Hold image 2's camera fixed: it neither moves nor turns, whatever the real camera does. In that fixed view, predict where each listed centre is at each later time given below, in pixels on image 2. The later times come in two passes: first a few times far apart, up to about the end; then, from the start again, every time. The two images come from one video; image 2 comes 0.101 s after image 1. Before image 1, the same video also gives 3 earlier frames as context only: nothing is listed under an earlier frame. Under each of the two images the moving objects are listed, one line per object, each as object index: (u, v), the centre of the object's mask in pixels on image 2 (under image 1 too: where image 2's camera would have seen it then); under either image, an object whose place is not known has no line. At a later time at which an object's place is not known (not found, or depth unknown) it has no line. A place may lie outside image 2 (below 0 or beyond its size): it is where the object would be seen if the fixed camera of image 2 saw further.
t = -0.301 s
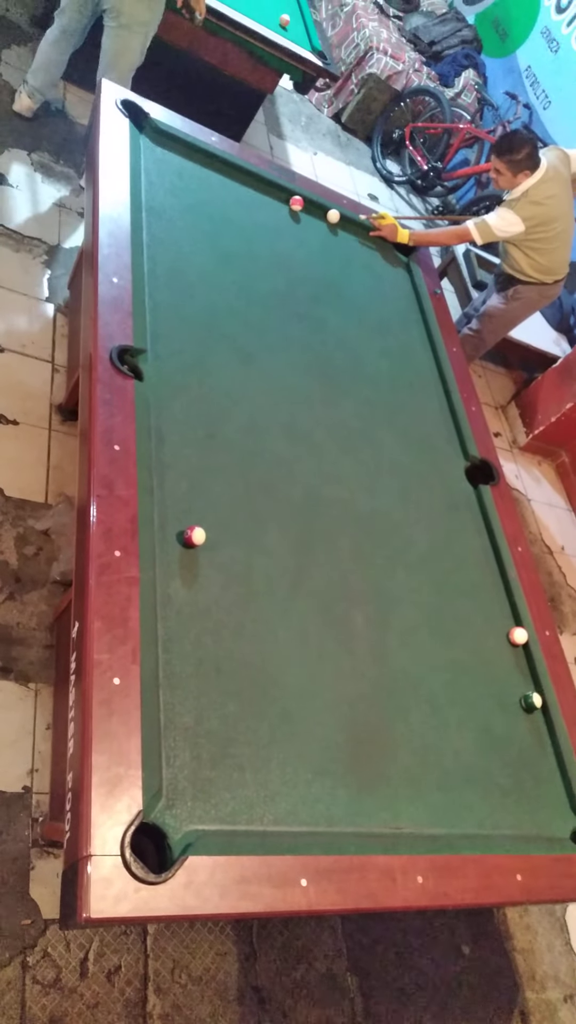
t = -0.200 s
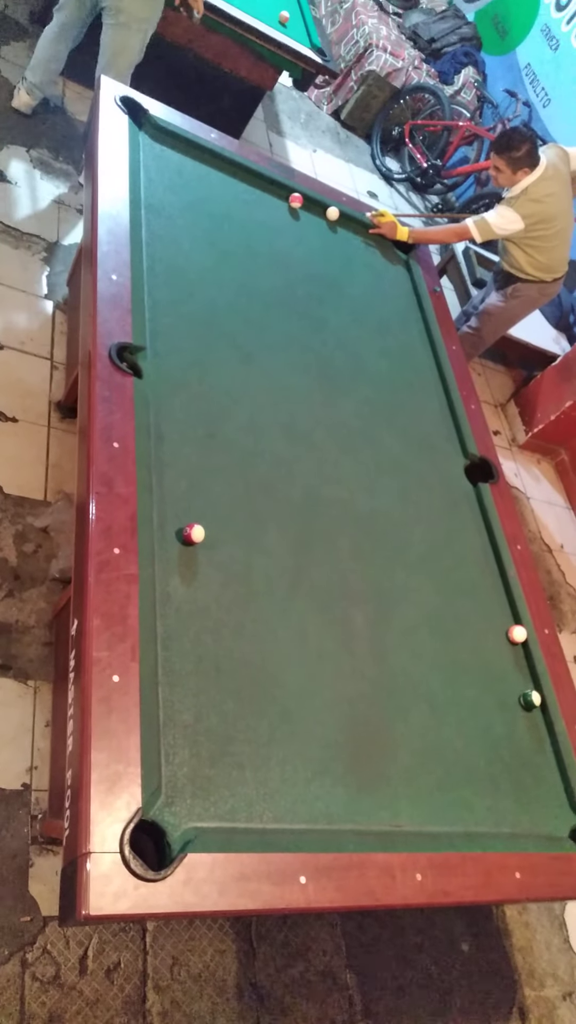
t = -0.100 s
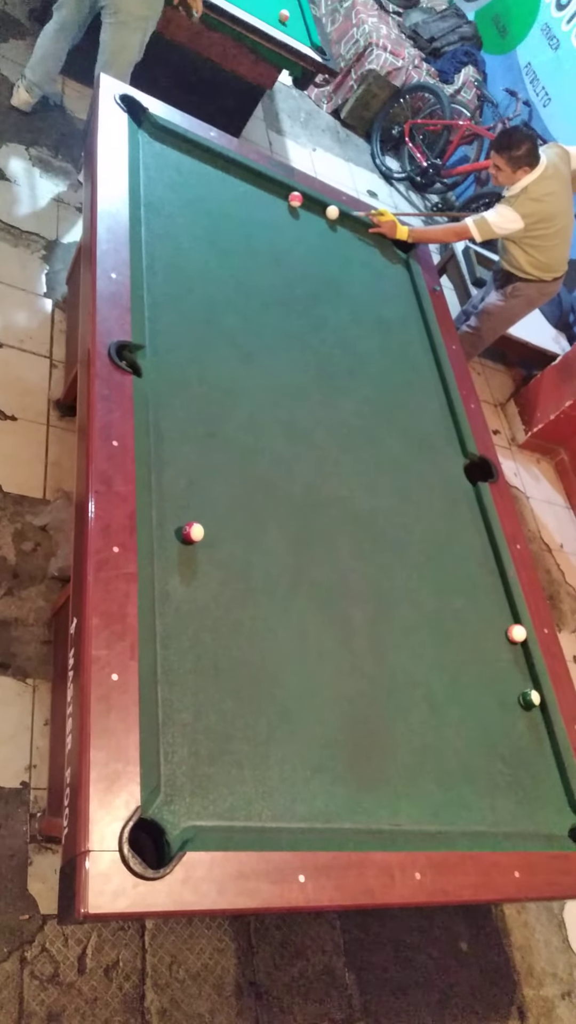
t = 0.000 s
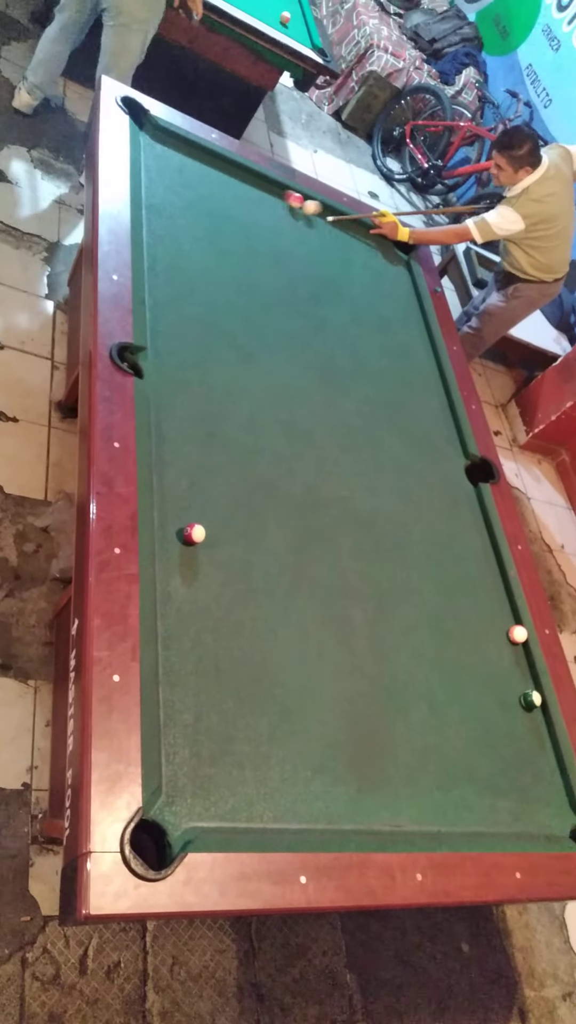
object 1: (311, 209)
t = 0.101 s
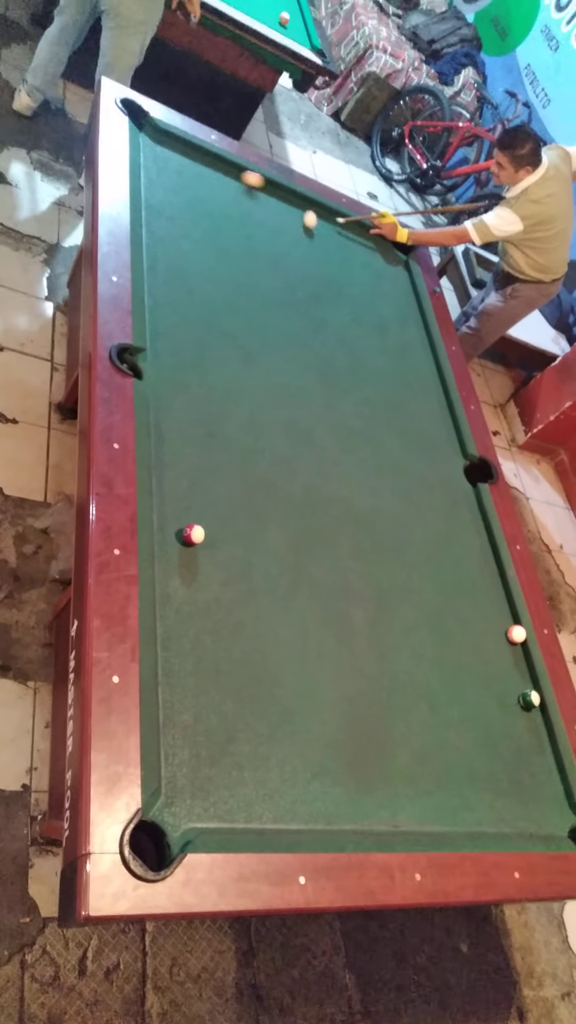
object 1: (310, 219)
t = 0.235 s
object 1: (316, 234)
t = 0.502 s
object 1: (328, 262)
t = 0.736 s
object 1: (339, 287)
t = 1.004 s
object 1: (351, 315)
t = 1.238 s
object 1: (361, 338)
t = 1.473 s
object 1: (371, 361)
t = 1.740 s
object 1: (382, 387)
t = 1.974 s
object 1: (391, 408)
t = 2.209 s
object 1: (400, 429)
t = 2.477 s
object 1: (409, 451)
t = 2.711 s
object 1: (417, 469)
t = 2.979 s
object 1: (426, 489)
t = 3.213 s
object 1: (433, 505)
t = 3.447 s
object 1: (439, 519)
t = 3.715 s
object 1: (446, 534)
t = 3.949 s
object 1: (451, 545)
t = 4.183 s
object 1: (455, 555)
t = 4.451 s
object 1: (458, 564)
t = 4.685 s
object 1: (460, 571)
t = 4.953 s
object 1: (462, 576)
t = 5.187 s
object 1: (463, 580)
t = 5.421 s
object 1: (464, 581)
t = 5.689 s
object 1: (465, 581)
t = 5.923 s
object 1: (465, 581)
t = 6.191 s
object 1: (465, 581)
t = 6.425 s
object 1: (465, 582)
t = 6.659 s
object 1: (465, 581)
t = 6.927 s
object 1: (465, 581)
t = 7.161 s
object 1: (465, 581)
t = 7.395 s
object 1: (465, 581)
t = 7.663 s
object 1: (465, 581)
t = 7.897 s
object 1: (465, 581)
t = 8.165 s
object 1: (465, 581)
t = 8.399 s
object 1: (465, 581)
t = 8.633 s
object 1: (465, 581)
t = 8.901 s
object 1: (465, 581)
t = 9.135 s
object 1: (465, 581)
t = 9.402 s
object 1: (465, 581)
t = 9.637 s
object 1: (465, 581)
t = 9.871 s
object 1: (464, 581)
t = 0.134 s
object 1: (311, 223)
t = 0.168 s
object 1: (312, 227)
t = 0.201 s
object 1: (314, 231)
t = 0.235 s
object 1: (316, 234)
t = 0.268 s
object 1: (317, 237)
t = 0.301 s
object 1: (319, 241)
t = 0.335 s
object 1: (320, 245)
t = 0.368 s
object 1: (322, 248)
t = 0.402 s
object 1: (323, 252)
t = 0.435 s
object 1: (325, 255)
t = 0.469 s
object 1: (326, 259)
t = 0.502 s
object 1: (328, 262)
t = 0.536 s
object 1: (329, 266)
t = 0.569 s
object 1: (331, 269)
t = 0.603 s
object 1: (332, 273)
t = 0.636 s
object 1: (334, 277)
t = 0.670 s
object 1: (335, 280)
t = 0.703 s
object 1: (337, 283)
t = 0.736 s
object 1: (339, 287)
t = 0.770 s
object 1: (340, 290)
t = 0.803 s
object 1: (342, 294)
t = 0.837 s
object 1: (343, 298)
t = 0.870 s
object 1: (345, 301)
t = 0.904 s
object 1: (346, 304)
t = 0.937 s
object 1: (348, 308)
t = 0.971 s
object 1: (349, 311)
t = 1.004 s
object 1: (351, 315)
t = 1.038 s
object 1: (352, 318)
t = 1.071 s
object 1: (354, 322)
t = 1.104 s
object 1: (355, 325)
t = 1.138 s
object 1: (357, 328)
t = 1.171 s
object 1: (358, 332)
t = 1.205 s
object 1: (360, 335)
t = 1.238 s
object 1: (361, 338)
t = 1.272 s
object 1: (362, 342)
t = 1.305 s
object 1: (364, 345)
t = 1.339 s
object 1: (365, 348)
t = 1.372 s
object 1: (367, 352)
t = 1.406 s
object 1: (368, 355)
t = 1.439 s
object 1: (369, 358)
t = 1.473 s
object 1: (371, 361)
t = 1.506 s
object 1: (372, 365)
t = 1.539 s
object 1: (374, 368)
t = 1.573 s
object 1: (375, 371)
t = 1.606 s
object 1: (376, 374)
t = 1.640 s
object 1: (378, 377)
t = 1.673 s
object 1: (379, 381)
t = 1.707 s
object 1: (380, 383)
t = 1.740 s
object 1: (382, 387)
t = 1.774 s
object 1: (383, 390)
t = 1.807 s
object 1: (384, 393)
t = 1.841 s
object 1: (386, 396)
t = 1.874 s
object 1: (387, 399)
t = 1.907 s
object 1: (388, 402)
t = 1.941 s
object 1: (389, 405)
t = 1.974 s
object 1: (391, 408)
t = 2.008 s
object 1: (392, 411)
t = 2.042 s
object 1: (393, 414)
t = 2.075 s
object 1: (395, 417)
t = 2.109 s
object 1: (396, 420)
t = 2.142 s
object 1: (397, 423)
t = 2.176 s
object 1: (398, 426)
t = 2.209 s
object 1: (400, 429)
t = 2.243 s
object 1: (401, 431)
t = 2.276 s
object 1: (402, 434)
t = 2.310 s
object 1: (403, 437)
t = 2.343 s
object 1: (404, 440)
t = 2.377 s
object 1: (405, 442)
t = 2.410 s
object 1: (407, 445)
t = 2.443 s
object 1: (408, 448)
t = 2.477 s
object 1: (409, 451)
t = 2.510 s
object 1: (410, 453)
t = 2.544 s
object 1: (411, 456)
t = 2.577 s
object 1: (413, 459)
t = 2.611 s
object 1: (414, 461)
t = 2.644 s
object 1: (415, 464)
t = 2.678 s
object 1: (416, 466)
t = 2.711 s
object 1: (417, 469)
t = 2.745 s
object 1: (418, 472)
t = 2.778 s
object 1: (420, 474)
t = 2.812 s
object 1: (421, 477)
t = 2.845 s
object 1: (422, 479)
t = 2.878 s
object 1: (423, 482)
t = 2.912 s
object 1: (424, 484)
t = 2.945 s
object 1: (425, 487)
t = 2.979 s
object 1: (426, 489)
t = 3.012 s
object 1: (427, 491)
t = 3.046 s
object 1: (428, 493)
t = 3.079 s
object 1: (429, 496)
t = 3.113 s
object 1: (430, 498)
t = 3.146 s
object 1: (431, 500)
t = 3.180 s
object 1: (432, 503)
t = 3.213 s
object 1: (433, 505)
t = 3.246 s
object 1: (434, 507)
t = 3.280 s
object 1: (435, 509)
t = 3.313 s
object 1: (436, 511)
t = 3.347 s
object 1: (437, 513)
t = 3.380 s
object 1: (438, 515)
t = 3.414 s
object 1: (439, 517)
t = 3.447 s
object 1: (439, 519)
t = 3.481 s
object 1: (440, 521)
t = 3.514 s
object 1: (441, 523)
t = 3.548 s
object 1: (442, 525)
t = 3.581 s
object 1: (443, 526)
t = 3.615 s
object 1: (443, 528)
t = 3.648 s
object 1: (444, 530)
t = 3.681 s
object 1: (445, 532)
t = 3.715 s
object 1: (446, 534)
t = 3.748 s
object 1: (447, 535)
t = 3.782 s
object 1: (447, 537)
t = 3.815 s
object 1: (448, 539)
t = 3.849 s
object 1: (449, 540)
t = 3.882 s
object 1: (450, 542)
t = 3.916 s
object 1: (450, 543)
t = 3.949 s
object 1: (451, 545)
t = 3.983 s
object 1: (452, 547)
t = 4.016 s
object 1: (452, 548)
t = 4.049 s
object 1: (453, 549)
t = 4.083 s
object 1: (453, 551)
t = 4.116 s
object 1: (454, 552)
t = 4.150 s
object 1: (454, 554)
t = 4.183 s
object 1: (455, 555)
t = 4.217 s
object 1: (455, 556)
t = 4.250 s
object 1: (455, 557)
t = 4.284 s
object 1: (456, 559)
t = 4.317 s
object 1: (456, 560)
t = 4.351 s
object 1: (456, 561)
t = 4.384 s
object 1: (457, 562)
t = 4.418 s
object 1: (457, 564)
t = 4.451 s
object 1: (458, 564)
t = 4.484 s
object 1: (458, 565)
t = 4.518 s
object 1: (458, 566)
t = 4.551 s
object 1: (458, 567)
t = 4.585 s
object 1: (459, 568)
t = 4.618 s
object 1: (459, 569)
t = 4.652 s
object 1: (459, 570)
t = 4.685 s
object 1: (460, 571)
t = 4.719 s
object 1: (460, 571)
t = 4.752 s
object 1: (460, 572)
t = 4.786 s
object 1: (460, 573)
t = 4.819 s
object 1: (461, 573)
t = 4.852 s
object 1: (461, 574)
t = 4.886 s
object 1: (461, 575)
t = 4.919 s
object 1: (461, 575)
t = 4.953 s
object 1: (462, 576)
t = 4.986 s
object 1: (462, 577)
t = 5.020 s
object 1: (462, 577)
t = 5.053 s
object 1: (462, 578)
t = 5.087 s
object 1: (463, 578)
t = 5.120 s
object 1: (463, 578)
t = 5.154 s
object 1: (463, 579)
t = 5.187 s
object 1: (463, 580)
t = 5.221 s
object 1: (463, 580)
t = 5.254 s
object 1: (464, 580)
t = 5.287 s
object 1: (464, 580)
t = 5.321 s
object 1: (464, 581)
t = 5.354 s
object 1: (464, 581)
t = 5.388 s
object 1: (464, 581)
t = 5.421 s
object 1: (464, 581)
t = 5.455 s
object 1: (465, 581)
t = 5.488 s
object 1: (464, 581)
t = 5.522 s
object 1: (464, 581)
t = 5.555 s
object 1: (465, 581)
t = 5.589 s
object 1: (465, 582)
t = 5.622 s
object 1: (465, 581)
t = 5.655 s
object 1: (465, 581)
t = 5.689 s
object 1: (465, 581)
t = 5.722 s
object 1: (465, 581)
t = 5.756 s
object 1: (464, 581)
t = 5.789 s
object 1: (464, 581)
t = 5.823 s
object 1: (465, 582)
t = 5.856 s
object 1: (465, 582)
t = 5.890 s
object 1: (465, 581)
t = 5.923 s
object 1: (465, 581)
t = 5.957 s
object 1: (465, 581)
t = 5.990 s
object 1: (465, 581)
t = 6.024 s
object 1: (465, 581)
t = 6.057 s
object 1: (465, 581)
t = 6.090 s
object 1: (465, 581)
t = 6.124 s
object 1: (465, 581)
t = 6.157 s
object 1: (465, 581)
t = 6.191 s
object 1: (465, 581)
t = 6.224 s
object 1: (465, 581)
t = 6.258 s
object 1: (465, 581)
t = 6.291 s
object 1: (465, 581)
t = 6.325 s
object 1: (465, 581)
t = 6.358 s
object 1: (465, 581)
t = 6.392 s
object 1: (465, 581)
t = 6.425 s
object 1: (465, 582)
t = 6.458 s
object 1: (465, 581)
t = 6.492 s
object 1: (465, 581)
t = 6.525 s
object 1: (465, 581)
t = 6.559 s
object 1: (465, 581)
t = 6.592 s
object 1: (465, 581)
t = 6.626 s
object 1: (465, 581)
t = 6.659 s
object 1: (465, 581)
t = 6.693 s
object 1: (465, 581)
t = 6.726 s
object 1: (465, 581)
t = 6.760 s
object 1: (465, 581)
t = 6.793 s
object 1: (465, 581)
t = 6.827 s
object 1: (465, 581)
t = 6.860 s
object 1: (465, 581)
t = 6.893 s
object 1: (465, 581)
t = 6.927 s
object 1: (465, 581)
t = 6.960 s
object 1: (465, 582)
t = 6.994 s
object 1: (465, 582)
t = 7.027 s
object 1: (465, 582)
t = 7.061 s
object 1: (465, 582)
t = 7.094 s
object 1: (465, 582)
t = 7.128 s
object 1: (465, 581)
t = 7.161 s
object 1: (465, 581)
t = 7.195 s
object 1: (465, 581)
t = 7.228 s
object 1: (465, 581)
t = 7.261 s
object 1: (465, 581)
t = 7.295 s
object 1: (465, 581)
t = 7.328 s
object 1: (465, 581)
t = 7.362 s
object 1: (465, 581)
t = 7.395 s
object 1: (465, 581)
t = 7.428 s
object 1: (465, 582)
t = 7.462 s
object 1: (465, 581)
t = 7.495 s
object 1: (465, 581)
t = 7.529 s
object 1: (465, 581)
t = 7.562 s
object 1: (465, 581)
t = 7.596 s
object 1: (465, 581)
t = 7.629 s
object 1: (465, 581)
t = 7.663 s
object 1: (465, 581)
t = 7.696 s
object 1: (465, 582)
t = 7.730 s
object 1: (465, 581)
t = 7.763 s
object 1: (465, 581)
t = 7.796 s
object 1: (465, 581)
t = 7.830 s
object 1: (465, 581)
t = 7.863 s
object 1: (465, 581)
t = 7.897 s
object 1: (465, 581)
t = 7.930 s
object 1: (465, 581)
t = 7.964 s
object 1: (465, 581)
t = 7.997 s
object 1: (465, 581)
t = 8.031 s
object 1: (465, 581)
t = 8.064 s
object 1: (465, 582)
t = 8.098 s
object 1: (465, 581)
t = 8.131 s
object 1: (465, 581)
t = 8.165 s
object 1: (465, 581)
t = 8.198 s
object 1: (465, 581)
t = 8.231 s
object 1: (465, 581)
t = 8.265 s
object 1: (465, 581)
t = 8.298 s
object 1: (465, 581)
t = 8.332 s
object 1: (465, 581)
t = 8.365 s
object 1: (465, 581)
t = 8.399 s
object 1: (465, 581)
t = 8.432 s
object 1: (465, 581)
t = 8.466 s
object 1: (465, 582)
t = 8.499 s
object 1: (465, 581)
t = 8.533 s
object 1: (465, 581)
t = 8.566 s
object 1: (465, 581)
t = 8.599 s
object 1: (465, 582)
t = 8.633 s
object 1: (465, 581)
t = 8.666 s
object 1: (465, 581)
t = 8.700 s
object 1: (465, 581)
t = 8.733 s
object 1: (465, 582)
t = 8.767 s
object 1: (465, 581)
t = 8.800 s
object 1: (465, 581)
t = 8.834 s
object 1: (465, 582)
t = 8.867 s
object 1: (465, 581)
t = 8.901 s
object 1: (465, 581)
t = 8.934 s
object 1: (465, 581)
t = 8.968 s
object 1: (465, 581)
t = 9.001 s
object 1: (465, 581)
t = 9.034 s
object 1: (465, 581)
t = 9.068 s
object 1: (465, 581)
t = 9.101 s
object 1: (465, 581)
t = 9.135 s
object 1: (465, 581)
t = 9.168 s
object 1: (465, 581)
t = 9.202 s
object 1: (465, 582)
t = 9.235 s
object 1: (465, 582)
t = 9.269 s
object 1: (465, 581)
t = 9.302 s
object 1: (465, 581)
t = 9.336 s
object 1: (465, 582)
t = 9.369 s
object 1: (465, 581)
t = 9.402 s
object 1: (465, 581)
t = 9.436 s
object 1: (465, 581)
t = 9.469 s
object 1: (465, 581)
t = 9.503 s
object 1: (465, 581)
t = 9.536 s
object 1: (465, 581)
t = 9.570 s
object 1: (465, 581)
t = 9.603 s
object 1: (464, 581)
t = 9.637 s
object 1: (465, 581)
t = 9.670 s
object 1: (465, 581)
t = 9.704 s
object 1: (465, 581)
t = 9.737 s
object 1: (464, 581)
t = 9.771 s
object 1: (465, 581)
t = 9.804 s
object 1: (465, 581)
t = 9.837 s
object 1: (465, 581)
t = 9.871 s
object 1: (464, 581)
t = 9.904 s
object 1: (465, 581)
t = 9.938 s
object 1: (464, 581)
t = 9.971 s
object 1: (464, 581)
